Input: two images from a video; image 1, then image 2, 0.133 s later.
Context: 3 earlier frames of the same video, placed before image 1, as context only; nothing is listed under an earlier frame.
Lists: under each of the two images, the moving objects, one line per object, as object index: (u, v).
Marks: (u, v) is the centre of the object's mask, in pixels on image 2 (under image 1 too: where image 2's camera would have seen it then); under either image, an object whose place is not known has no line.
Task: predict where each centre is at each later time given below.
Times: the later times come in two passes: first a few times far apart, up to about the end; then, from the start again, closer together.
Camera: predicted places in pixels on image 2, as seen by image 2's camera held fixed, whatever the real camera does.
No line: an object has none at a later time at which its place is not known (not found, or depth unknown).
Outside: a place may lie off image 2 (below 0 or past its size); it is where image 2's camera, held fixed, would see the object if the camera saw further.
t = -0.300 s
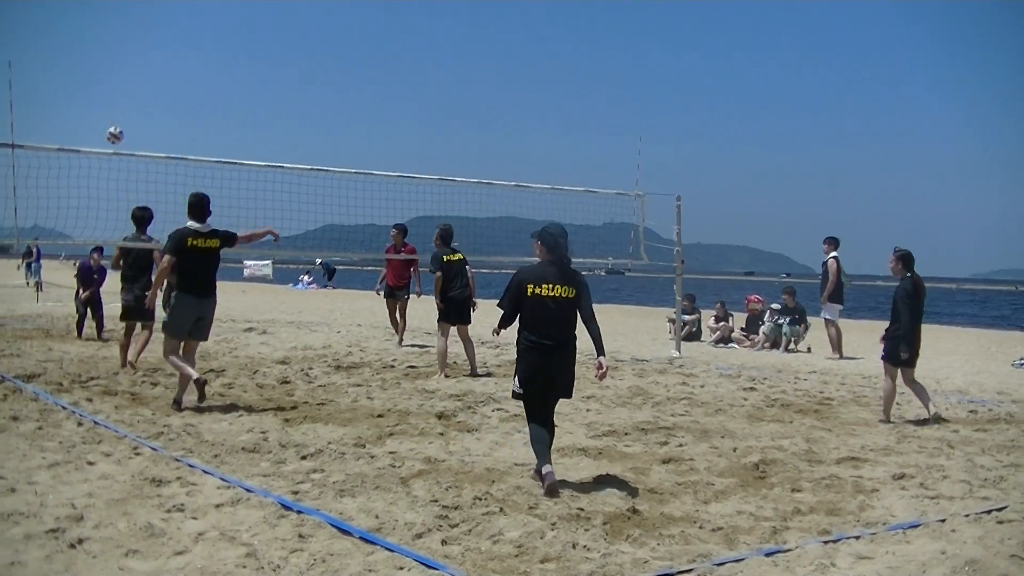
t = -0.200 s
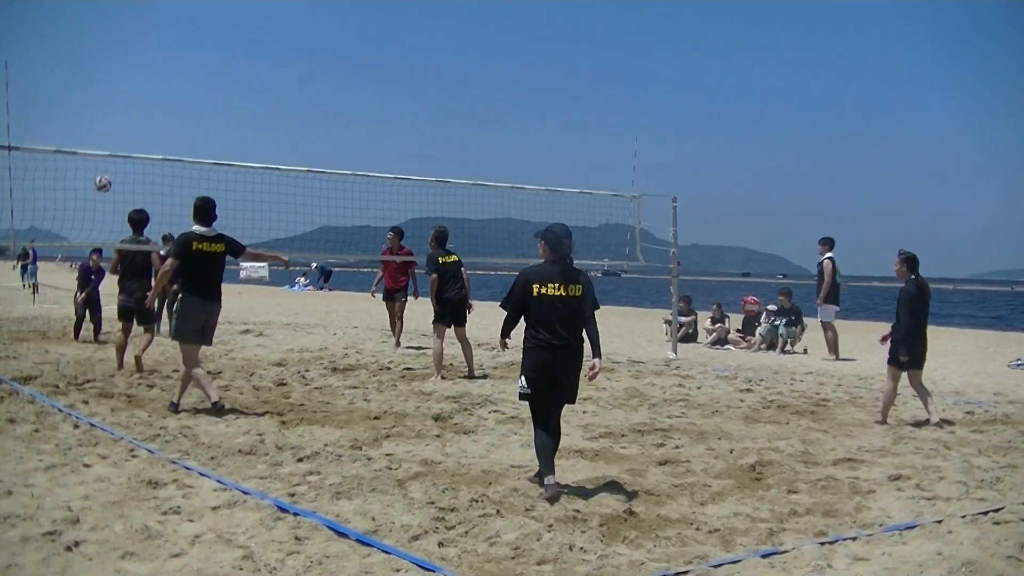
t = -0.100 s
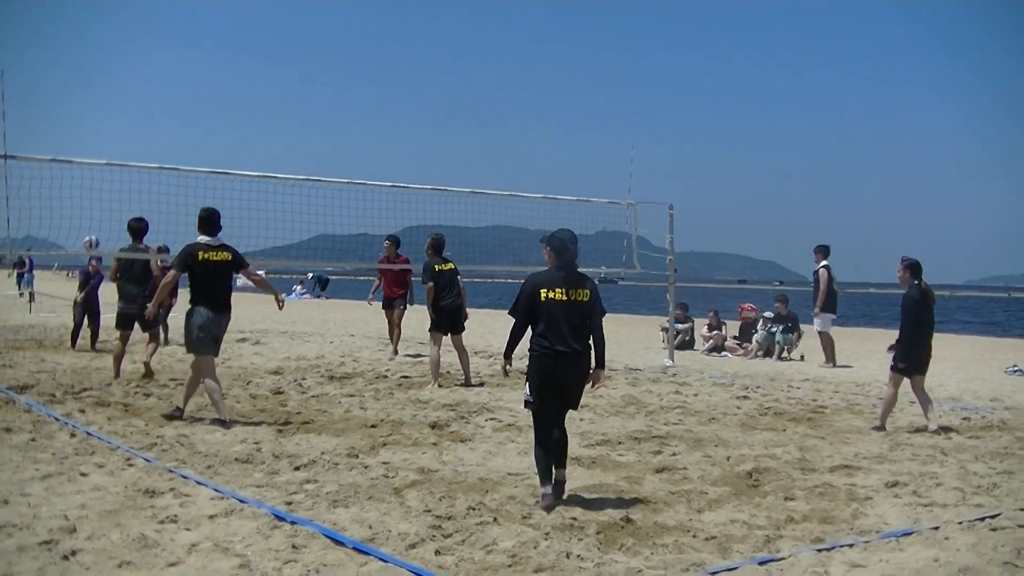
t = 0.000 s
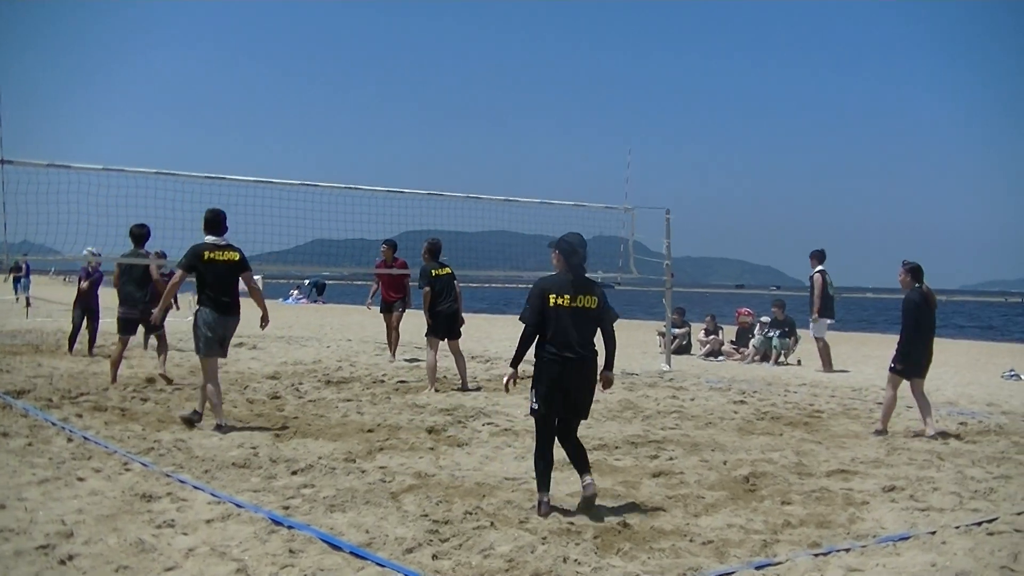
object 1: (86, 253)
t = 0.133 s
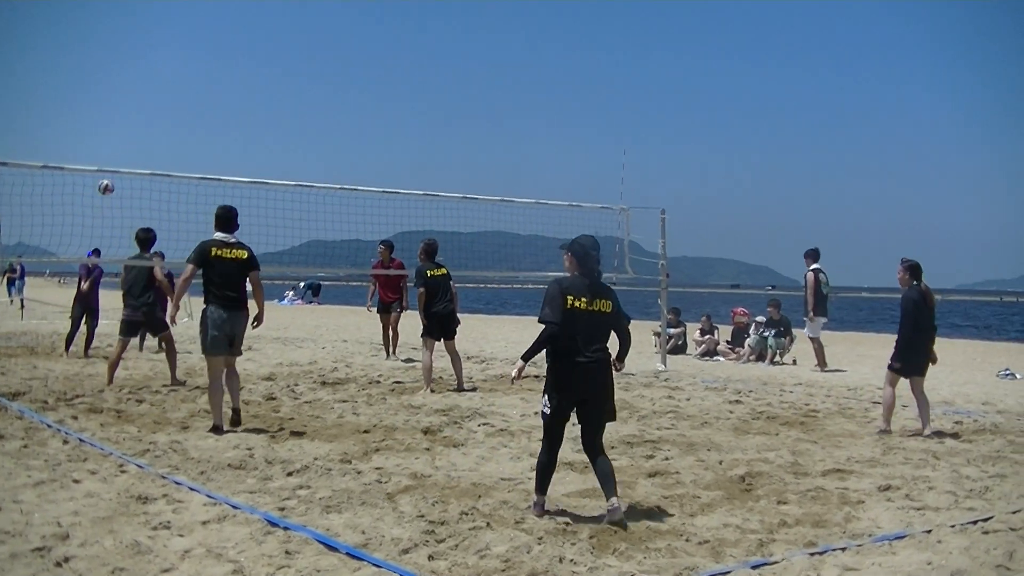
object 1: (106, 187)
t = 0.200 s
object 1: (115, 157)
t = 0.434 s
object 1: (145, 80)
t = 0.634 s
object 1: (171, 49)
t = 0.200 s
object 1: (115, 157)
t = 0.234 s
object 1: (120, 144)
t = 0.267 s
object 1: (124, 130)
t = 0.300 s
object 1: (128, 119)
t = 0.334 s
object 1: (133, 108)
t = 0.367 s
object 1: (138, 97)
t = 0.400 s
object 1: (141, 89)
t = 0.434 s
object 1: (145, 80)
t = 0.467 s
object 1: (149, 74)
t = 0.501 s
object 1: (154, 68)
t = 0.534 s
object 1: (159, 63)
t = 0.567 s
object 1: (163, 57)
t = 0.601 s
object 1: (167, 52)
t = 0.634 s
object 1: (171, 49)
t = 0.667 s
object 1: (176, 42)
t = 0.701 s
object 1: (181, 37)
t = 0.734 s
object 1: (186, 33)
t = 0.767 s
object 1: (191, 31)
